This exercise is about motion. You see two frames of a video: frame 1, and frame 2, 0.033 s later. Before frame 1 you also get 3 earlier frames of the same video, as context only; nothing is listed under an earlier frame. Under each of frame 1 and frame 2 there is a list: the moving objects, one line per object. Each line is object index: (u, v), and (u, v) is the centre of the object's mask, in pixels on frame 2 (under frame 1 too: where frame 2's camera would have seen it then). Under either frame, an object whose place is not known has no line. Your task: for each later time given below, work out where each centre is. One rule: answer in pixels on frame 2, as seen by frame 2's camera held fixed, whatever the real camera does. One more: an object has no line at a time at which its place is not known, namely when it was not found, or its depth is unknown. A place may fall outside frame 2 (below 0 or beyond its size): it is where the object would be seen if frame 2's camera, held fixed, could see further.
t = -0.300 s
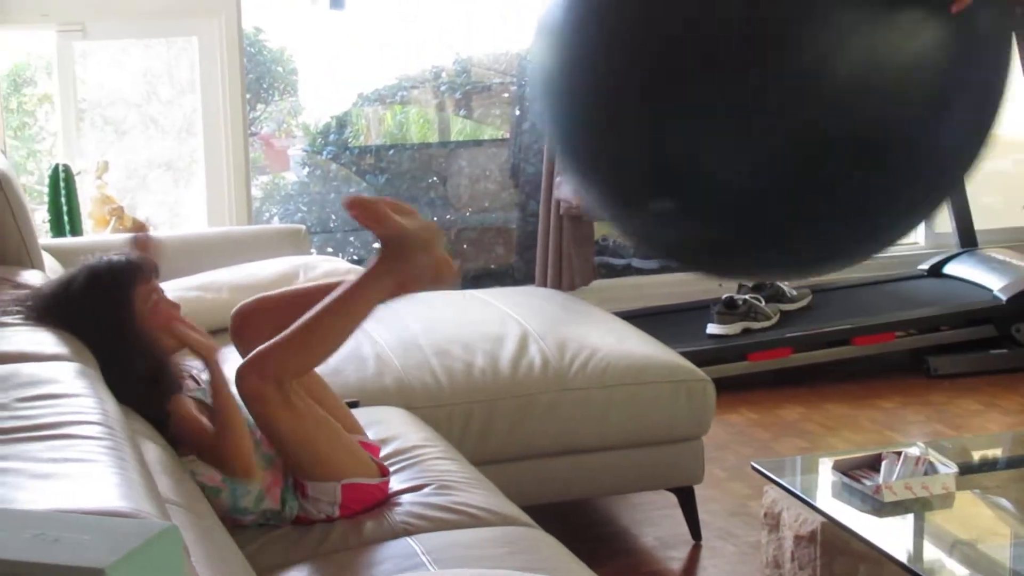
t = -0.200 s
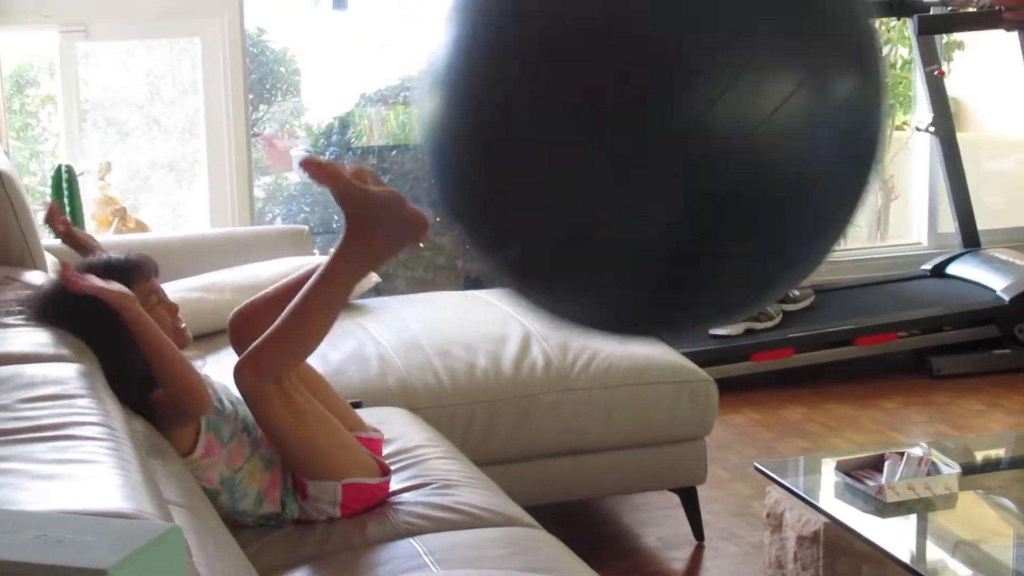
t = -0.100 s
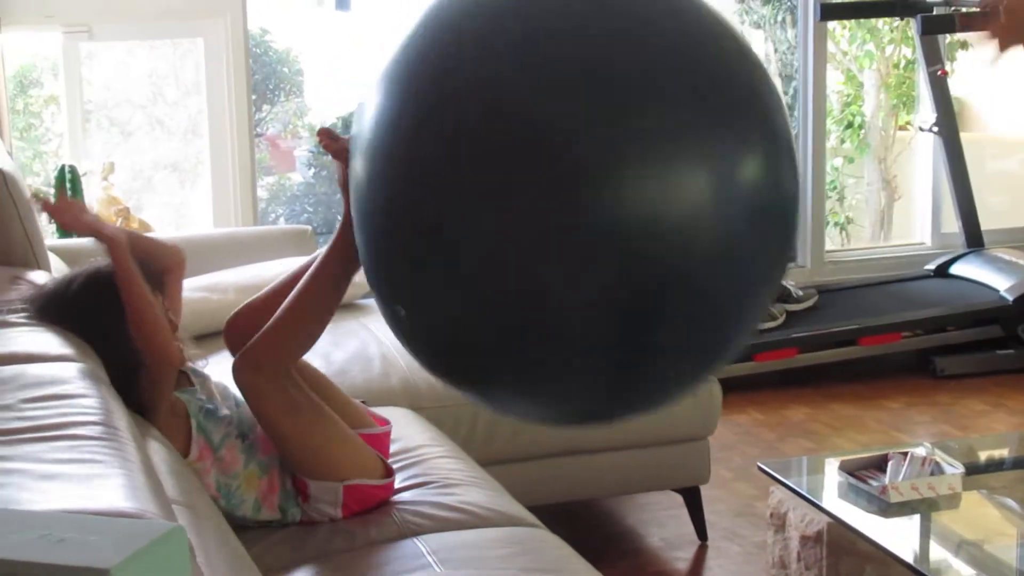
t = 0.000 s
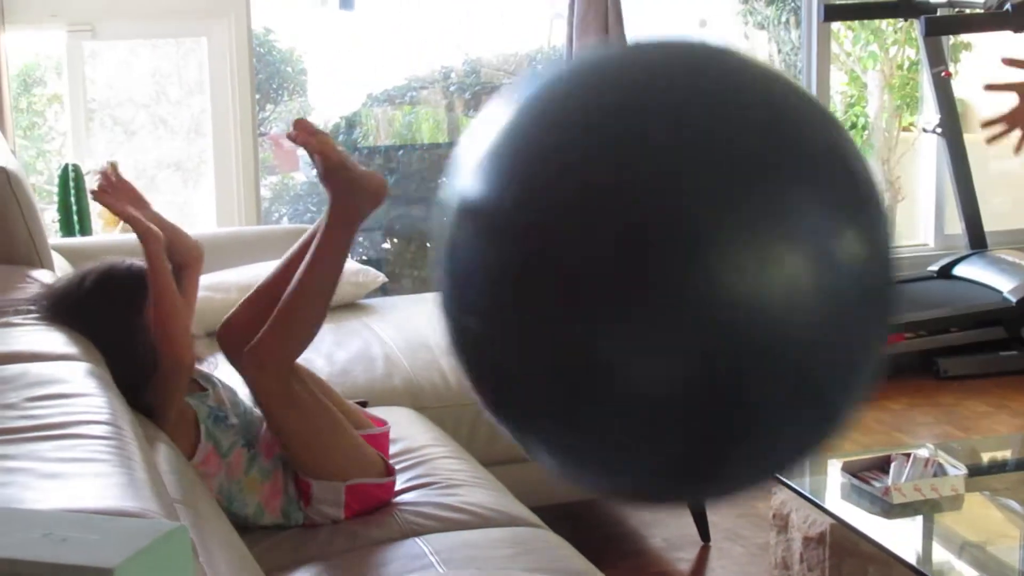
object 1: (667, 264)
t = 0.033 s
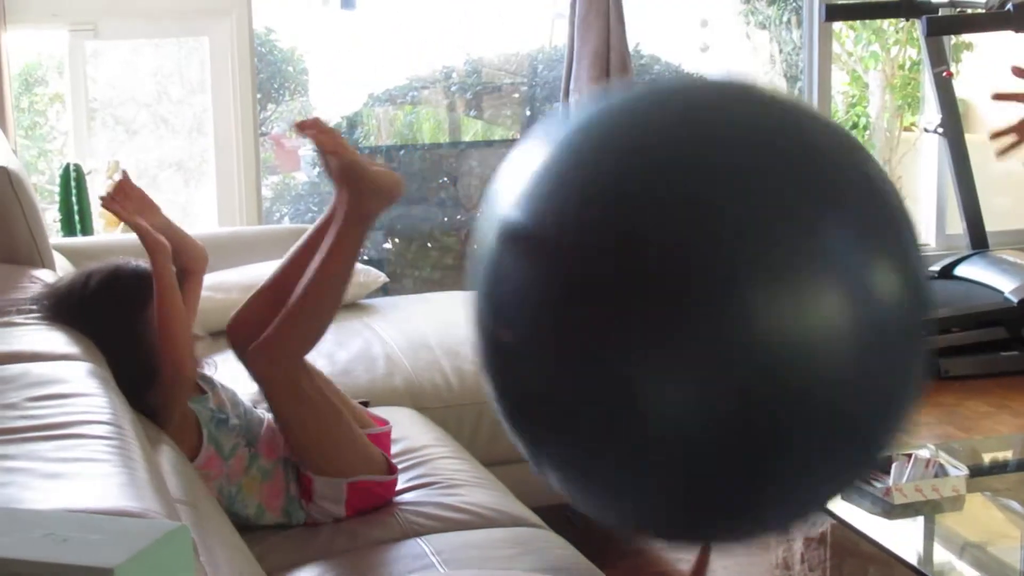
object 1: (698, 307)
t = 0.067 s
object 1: (728, 346)
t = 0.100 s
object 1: (760, 381)
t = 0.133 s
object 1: (789, 415)
